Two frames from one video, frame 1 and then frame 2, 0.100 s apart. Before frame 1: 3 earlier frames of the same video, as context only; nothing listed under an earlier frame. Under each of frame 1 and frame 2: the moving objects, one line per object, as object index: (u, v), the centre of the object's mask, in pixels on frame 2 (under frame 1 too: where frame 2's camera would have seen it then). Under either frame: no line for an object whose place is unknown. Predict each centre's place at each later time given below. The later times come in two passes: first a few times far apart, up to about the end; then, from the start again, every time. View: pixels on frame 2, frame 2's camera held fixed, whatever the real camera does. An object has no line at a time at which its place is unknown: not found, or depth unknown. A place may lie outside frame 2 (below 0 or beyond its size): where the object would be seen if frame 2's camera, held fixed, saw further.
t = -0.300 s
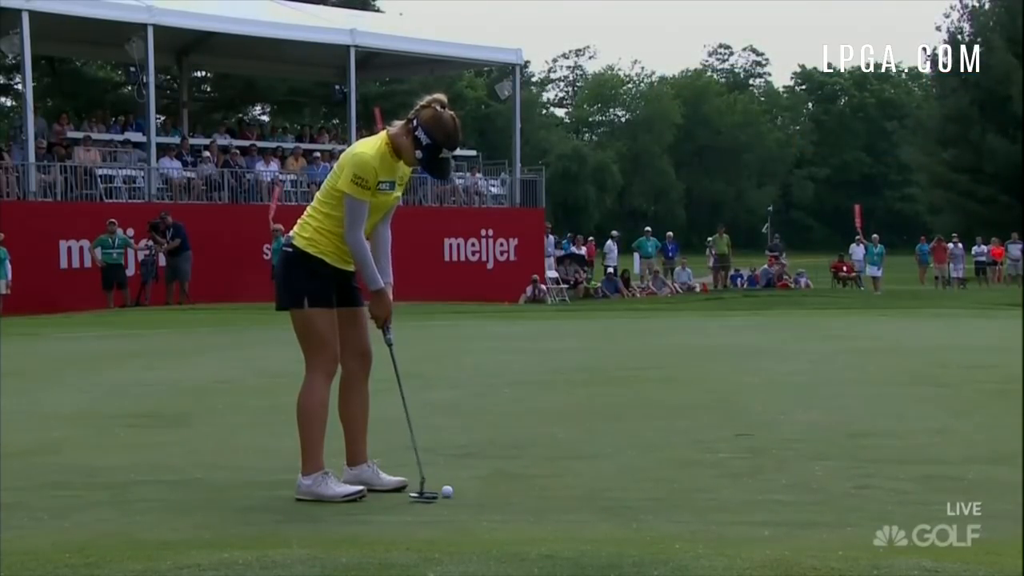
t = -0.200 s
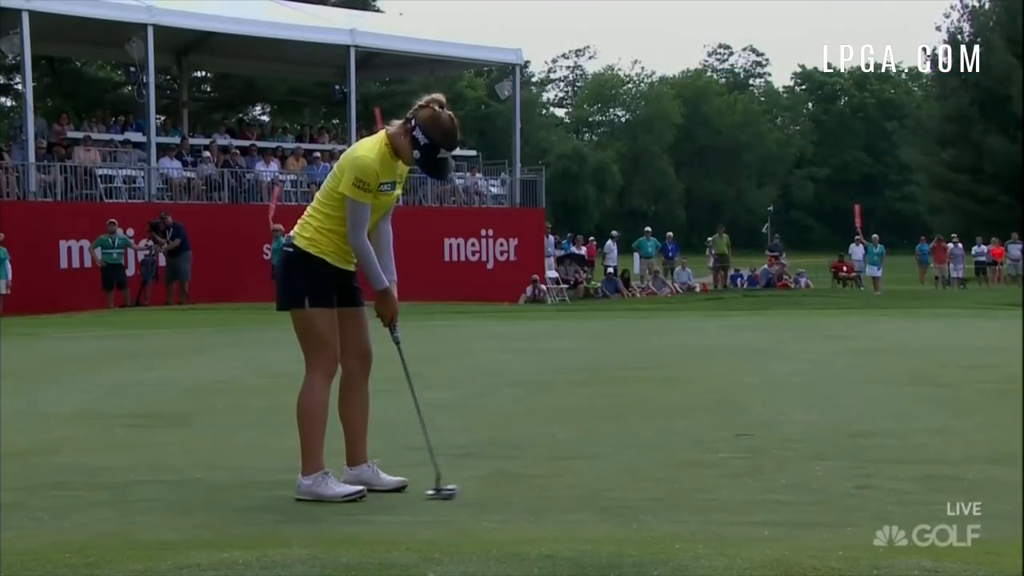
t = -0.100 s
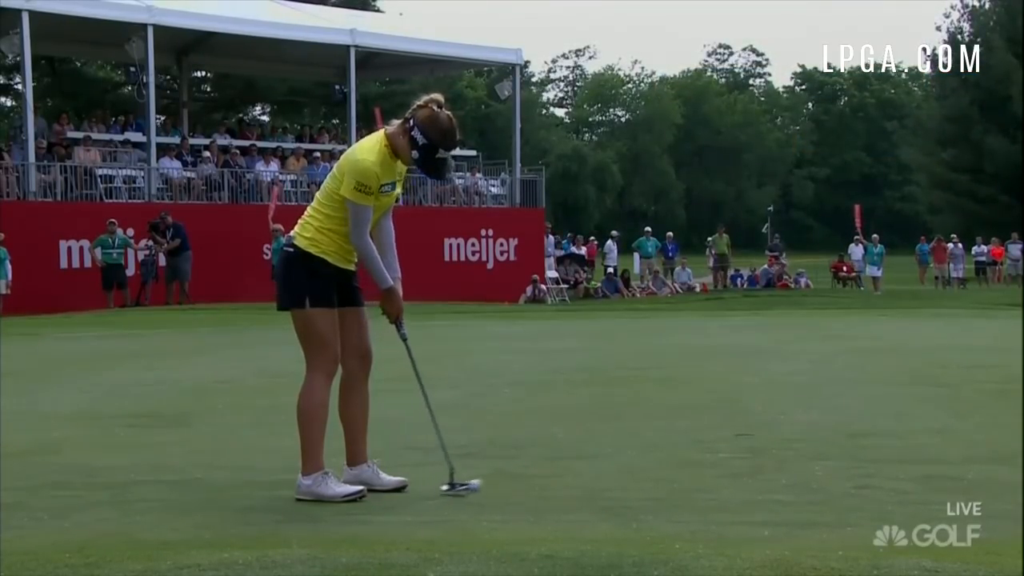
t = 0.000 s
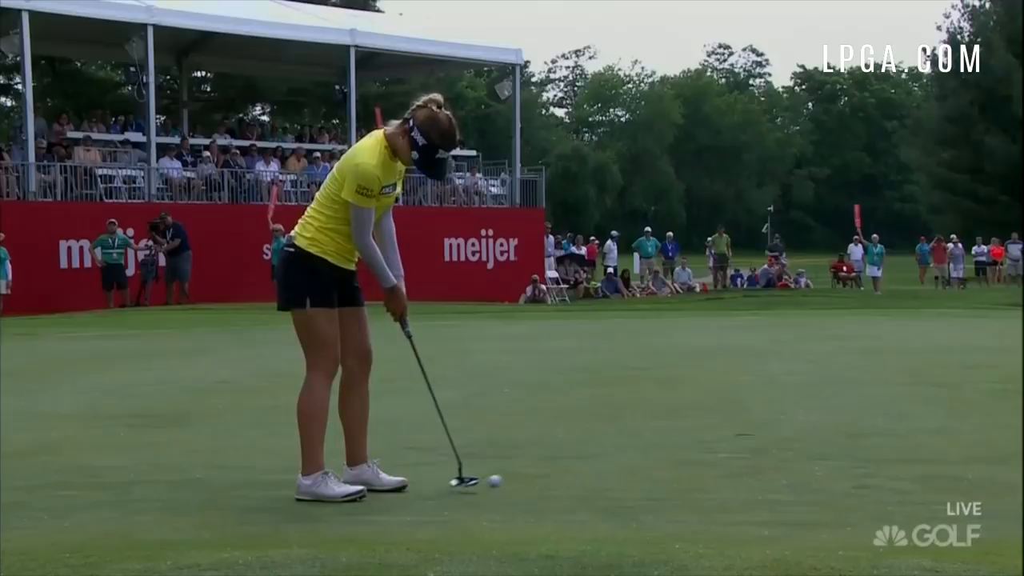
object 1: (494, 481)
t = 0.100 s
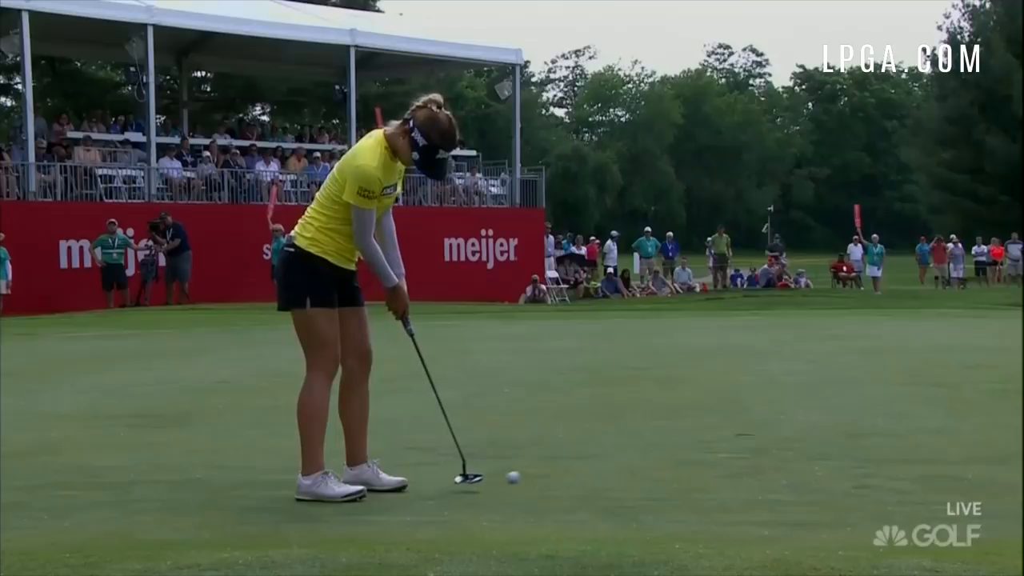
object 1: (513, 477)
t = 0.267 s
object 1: (541, 471)
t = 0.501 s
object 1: (575, 464)
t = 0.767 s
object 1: (608, 456)
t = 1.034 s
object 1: (636, 450)
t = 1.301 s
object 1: (658, 445)
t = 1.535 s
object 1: (675, 441)
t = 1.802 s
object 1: (693, 438)
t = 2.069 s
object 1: (707, 435)
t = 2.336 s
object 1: (720, 433)
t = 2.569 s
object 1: (729, 431)
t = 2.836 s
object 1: (736, 429)
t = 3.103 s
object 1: (740, 428)
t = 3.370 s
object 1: (744, 428)
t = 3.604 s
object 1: (747, 427)
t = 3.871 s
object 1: (751, 427)
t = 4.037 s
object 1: (751, 426)
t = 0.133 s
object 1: (519, 476)
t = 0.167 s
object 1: (524, 474)
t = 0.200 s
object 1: (530, 473)
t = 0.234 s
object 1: (535, 472)
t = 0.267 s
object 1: (541, 471)
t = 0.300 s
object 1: (545, 470)
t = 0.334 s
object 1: (551, 469)
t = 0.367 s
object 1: (556, 468)
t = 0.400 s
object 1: (561, 467)
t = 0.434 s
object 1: (566, 466)
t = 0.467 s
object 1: (570, 465)
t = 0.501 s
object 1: (575, 464)
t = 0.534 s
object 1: (579, 463)
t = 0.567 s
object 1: (584, 462)
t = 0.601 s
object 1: (588, 461)
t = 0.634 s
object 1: (593, 459)
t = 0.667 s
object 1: (597, 458)
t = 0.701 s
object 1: (601, 457)
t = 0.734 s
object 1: (605, 456)
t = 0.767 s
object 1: (608, 456)
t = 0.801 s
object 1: (612, 455)
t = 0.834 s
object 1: (616, 454)
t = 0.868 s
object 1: (619, 454)
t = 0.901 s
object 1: (623, 453)
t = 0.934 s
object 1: (626, 452)
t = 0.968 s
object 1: (630, 451)
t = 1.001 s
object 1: (633, 451)
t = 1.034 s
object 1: (636, 450)
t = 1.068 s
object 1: (639, 450)
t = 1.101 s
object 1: (642, 449)
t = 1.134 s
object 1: (645, 448)
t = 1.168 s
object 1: (647, 448)
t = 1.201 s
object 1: (650, 447)
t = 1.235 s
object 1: (653, 446)
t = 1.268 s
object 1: (656, 446)
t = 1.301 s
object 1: (658, 445)
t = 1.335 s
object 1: (661, 444)
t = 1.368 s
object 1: (664, 444)
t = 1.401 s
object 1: (666, 444)
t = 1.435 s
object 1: (669, 443)
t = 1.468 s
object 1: (671, 443)
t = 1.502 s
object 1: (673, 442)
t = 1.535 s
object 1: (675, 441)
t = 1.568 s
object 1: (678, 441)
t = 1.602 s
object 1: (680, 440)
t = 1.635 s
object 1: (682, 440)
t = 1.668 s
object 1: (684, 439)
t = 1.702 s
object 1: (687, 439)
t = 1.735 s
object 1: (689, 439)
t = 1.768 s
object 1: (691, 438)
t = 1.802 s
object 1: (693, 438)
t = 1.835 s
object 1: (695, 438)
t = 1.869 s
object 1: (697, 437)
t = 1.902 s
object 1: (699, 437)
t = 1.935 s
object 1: (700, 437)
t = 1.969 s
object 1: (702, 436)
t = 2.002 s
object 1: (704, 436)
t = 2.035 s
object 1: (706, 436)
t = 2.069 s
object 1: (707, 435)
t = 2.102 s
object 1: (709, 435)
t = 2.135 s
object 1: (711, 434)
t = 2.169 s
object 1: (712, 434)
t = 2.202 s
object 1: (714, 434)
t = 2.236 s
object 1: (715, 433)
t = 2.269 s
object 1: (717, 433)
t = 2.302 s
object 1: (719, 433)
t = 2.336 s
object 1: (720, 433)
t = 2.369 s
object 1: (722, 432)
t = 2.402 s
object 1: (723, 432)
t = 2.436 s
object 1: (724, 432)
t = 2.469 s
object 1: (725, 431)
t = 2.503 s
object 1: (726, 431)
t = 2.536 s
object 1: (727, 431)
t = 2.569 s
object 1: (729, 431)
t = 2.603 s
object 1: (730, 431)
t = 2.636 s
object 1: (731, 430)
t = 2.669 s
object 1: (732, 430)
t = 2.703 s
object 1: (733, 430)
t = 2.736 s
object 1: (734, 430)
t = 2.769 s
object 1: (734, 429)
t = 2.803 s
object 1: (735, 429)
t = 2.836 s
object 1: (736, 429)
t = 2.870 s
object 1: (737, 429)
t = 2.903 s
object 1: (737, 429)
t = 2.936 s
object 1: (738, 429)
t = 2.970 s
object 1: (738, 429)
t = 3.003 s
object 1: (739, 428)
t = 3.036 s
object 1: (739, 428)
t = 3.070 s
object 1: (740, 428)
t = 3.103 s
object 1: (740, 428)
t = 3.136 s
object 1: (741, 428)
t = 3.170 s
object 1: (741, 428)
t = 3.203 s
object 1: (742, 428)
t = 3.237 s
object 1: (742, 428)
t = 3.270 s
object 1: (742, 428)
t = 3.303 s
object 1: (743, 428)
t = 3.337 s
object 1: (743, 428)
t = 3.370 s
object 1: (744, 428)
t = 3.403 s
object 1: (744, 428)
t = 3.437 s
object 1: (745, 428)
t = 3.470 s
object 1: (745, 427)
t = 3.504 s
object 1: (746, 427)
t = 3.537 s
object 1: (746, 427)
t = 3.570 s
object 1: (746, 427)
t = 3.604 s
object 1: (747, 427)
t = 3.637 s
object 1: (747, 427)
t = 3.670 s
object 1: (748, 427)
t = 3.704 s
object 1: (748, 427)
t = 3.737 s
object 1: (749, 427)
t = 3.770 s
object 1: (749, 427)
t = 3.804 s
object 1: (750, 426)
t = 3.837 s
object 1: (750, 427)
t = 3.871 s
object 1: (751, 427)
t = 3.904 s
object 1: (751, 426)
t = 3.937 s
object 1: (751, 427)
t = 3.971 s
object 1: (751, 427)
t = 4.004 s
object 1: (751, 426)
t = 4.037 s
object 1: (751, 426)
